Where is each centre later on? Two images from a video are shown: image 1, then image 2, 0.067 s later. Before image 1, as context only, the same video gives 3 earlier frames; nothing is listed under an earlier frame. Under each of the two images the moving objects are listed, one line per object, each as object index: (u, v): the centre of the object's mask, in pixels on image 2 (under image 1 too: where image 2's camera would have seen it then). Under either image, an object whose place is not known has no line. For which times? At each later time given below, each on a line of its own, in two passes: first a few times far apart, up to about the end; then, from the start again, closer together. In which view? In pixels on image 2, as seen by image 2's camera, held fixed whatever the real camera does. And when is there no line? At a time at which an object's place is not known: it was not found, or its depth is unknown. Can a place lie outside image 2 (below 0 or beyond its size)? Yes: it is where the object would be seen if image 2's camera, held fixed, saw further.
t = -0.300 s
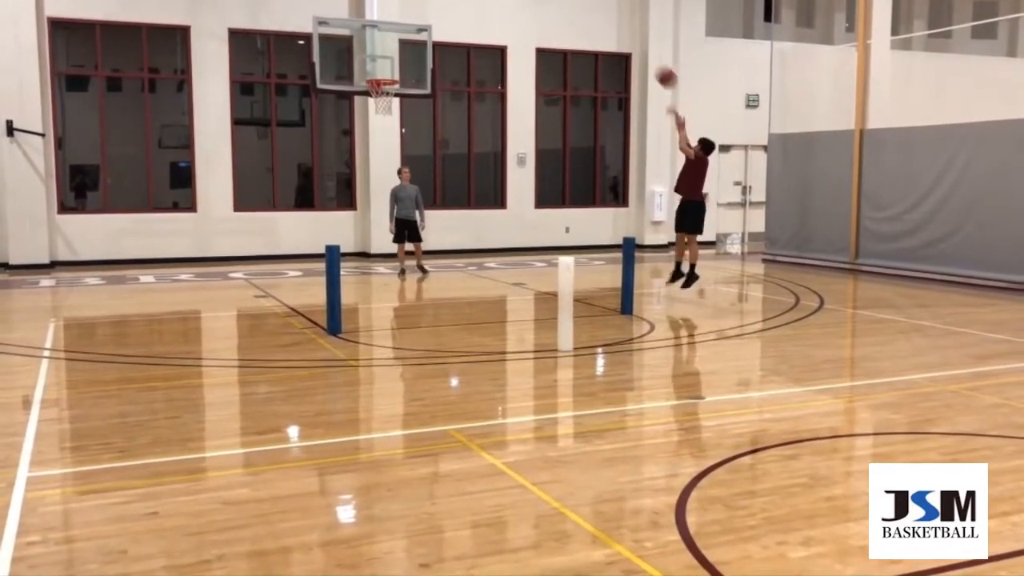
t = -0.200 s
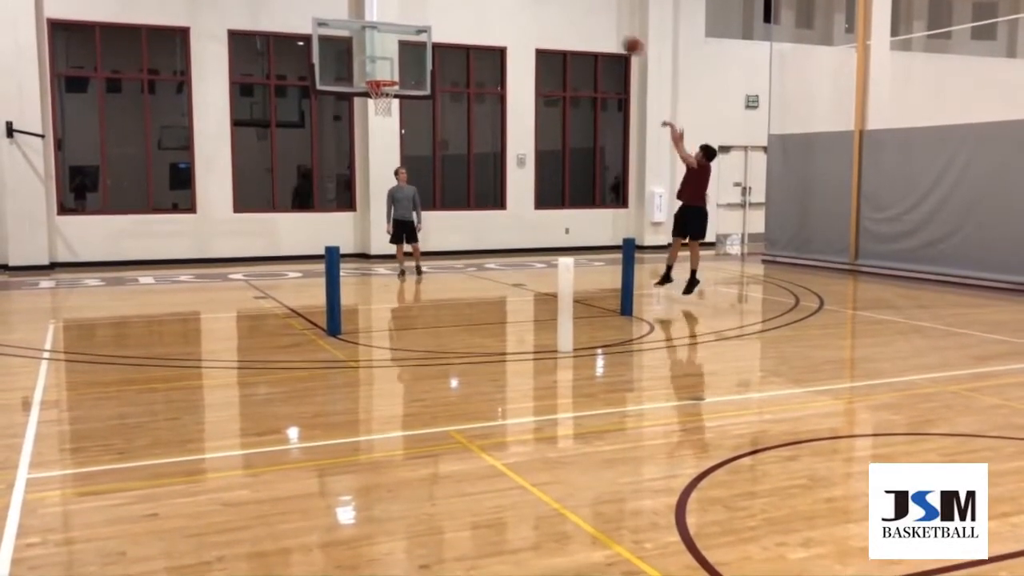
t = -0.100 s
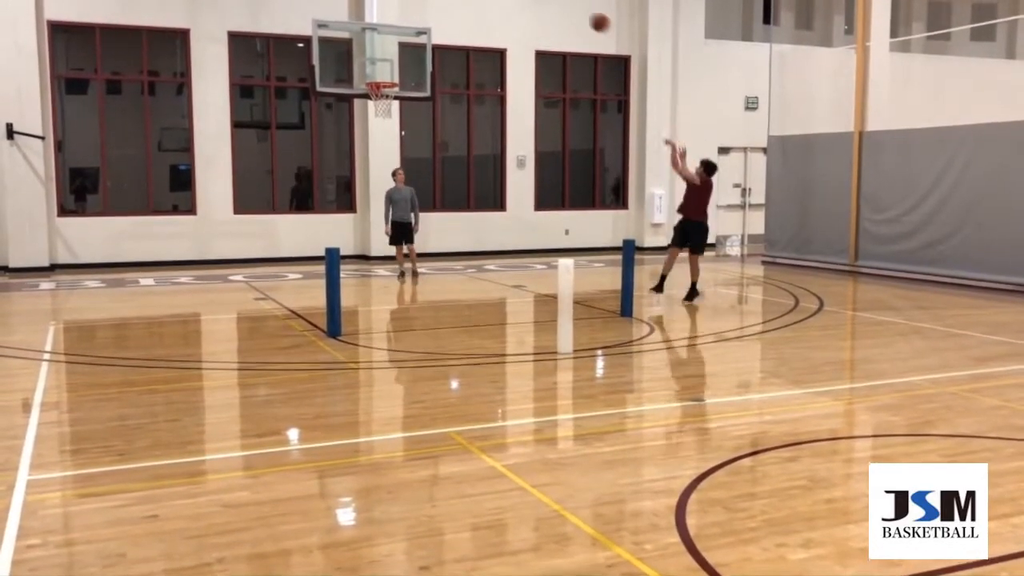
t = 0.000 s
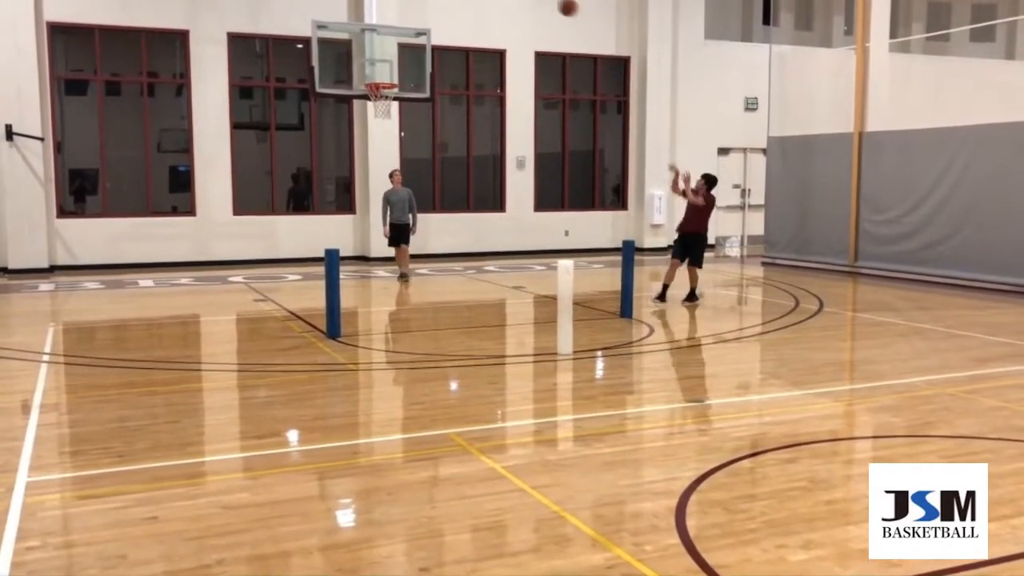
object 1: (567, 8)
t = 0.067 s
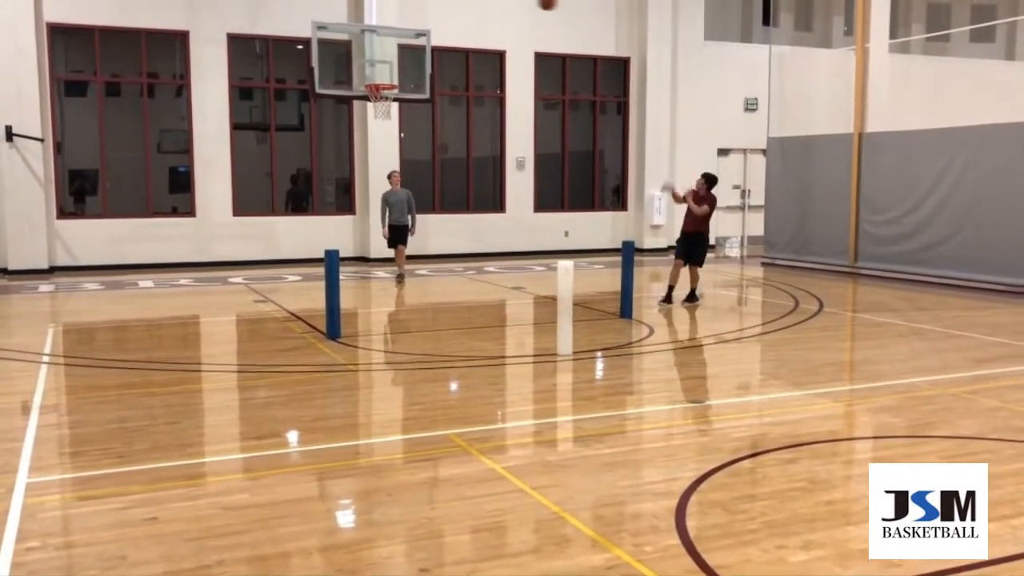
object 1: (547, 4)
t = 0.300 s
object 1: (478, 5)
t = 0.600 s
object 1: (400, 58)
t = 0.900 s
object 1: (383, 119)
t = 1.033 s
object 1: (388, 145)
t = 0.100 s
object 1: (537, 3)
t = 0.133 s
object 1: (527, 2)
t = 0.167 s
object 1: (517, 2)
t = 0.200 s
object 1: (507, 2)
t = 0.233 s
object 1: (497, 3)
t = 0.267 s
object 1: (488, 3)
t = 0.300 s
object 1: (478, 5)
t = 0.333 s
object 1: (469, 7)
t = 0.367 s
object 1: (460, 11)
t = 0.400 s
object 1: (451, 16)
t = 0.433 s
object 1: (442, 22)
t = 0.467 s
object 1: (434, 28)
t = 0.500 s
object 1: (425, 34)
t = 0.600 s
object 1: (400, 58)
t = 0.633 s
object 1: (391, 69)
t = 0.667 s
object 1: (384, 77)
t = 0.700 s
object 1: (377, 88)
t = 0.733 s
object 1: (377, 97)
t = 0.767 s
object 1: (377, 104)
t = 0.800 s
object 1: (379, 108)
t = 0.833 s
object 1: (380, 109)
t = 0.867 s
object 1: (381, 112)
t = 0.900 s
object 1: (383, 119)
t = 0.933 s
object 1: (384, 125)
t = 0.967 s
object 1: (385, 131)
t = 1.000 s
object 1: (387, 137)
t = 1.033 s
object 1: (388, 145)
